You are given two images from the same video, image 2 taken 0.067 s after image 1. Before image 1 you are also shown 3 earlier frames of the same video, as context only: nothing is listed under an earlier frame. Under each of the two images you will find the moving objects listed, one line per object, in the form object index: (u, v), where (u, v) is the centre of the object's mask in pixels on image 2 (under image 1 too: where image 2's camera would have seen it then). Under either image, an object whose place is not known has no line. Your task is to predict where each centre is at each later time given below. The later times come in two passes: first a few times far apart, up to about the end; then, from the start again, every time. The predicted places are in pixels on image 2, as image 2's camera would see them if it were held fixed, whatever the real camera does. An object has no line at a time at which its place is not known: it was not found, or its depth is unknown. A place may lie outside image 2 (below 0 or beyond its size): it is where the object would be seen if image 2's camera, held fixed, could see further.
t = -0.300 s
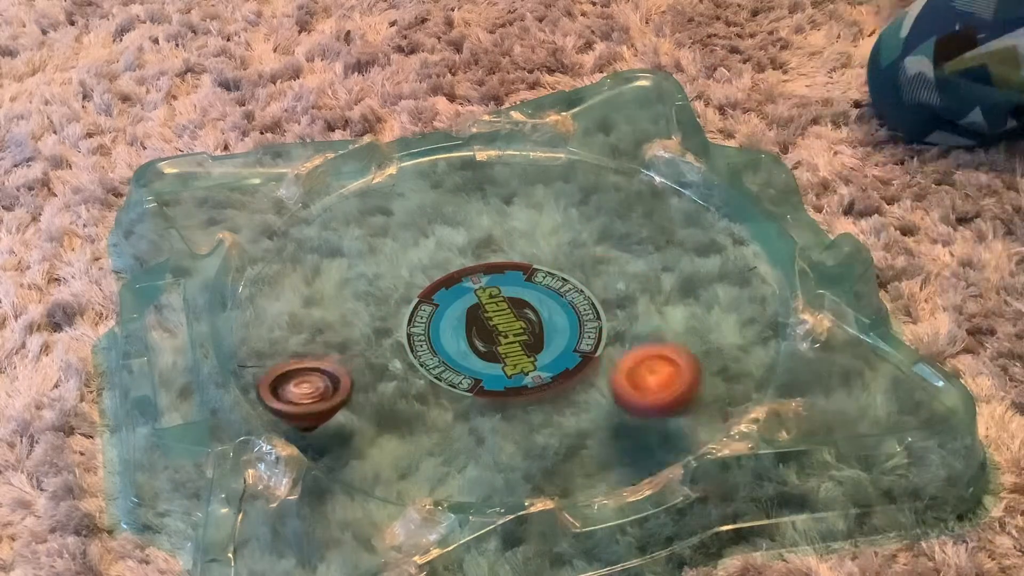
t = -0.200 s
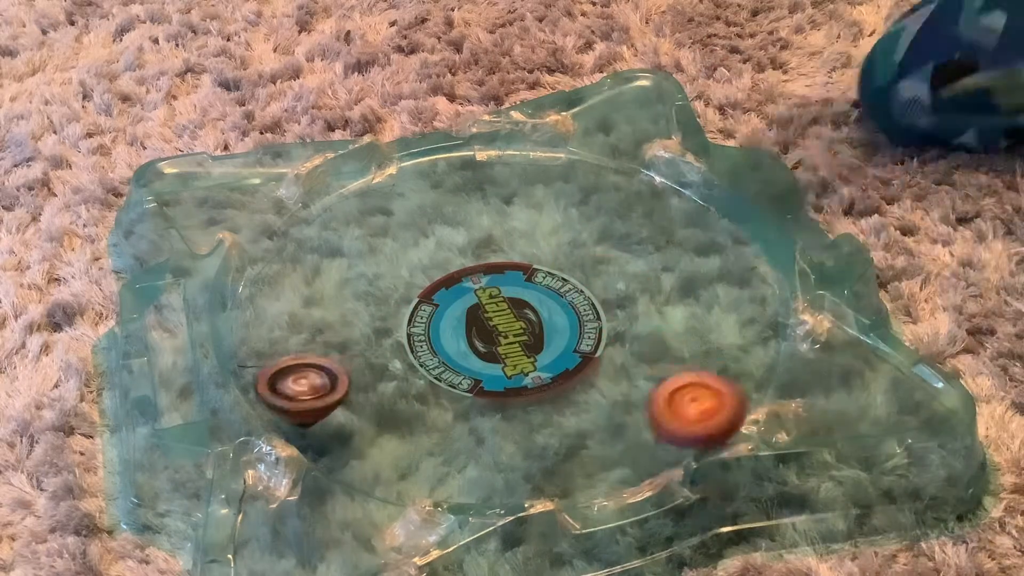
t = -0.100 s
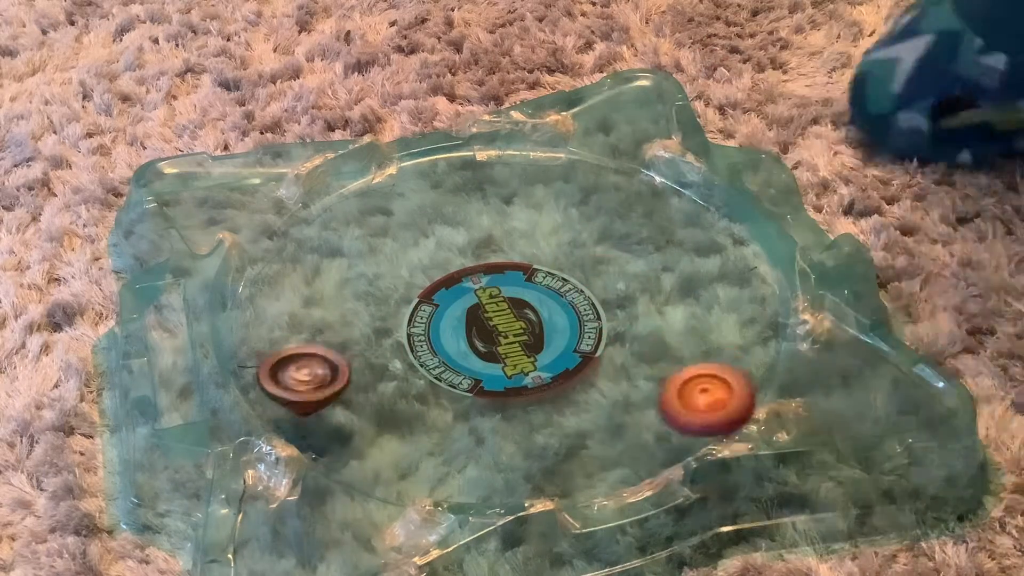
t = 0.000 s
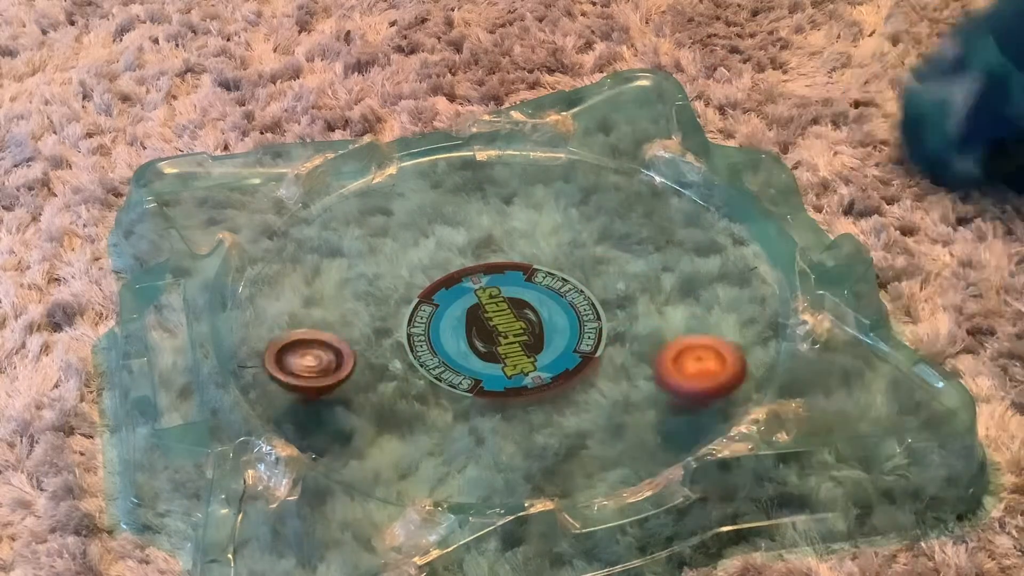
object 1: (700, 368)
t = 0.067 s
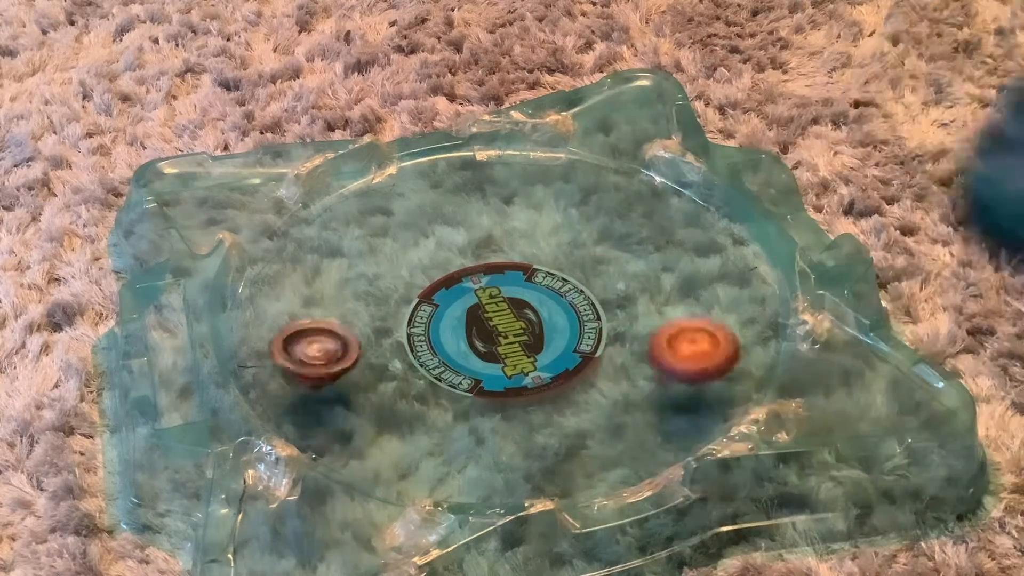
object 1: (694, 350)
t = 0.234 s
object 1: (636, 305)
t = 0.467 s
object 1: (490, 286)
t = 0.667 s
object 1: (470, 339)
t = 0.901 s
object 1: (517, 380)
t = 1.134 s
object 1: (606, 327)
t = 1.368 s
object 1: (525, 240)
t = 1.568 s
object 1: (435, 260)
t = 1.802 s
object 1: (370, 341)
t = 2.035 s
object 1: (457, 415)
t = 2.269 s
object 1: (597, 391)
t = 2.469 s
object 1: (660, 303)
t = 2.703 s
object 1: (579, 187)
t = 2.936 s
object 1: (417, 147)
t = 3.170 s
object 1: (318, 241)
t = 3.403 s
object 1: (350, 395)
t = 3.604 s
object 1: (560, 444)
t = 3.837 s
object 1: (758, 295)
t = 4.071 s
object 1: (601, 162)
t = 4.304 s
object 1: (325, 181)
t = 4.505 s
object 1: (269, 330)
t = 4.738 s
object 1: (420, 453)
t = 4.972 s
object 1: (677, 383)
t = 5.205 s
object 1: (761, 307)
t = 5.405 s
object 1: (723, 257)
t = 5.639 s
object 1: (645, 217)
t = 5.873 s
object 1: (544, 202)
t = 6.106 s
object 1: (463, 207)
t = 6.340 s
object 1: (426, 179)
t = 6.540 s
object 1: (417, 169)
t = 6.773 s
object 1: (421, 188)
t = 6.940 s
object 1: (429, 230)
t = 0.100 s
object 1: (688, 341)
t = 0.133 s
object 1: (680, 332)
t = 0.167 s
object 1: (669, 322)
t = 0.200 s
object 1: (654, 314)
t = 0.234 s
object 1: (636, 305)
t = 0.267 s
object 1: (616, 296)
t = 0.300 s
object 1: (593, 289)
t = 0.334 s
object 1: (566, 285)
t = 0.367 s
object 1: (539, 282)
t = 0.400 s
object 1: (509, 280)
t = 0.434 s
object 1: (489, 282)
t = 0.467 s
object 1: (490, 286)
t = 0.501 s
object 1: (488, 294)
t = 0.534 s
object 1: (486, 303)
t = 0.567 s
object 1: (483, 311)
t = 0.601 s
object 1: (479, 320)
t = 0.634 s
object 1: (474, 330)
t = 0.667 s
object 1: (470, 339)
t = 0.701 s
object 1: (468, 349)
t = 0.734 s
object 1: (469, 358)
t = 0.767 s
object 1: (473, 364)
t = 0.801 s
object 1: (480, 371)
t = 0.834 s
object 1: (490, 375)
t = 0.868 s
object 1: (503, 378)
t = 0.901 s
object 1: (517, 380)
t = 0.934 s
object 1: (532, 378)
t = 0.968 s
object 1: (549, 375)
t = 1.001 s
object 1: (565, 368)
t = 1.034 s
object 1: (579, 360)
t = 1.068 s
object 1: (591, 350)
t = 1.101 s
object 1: (601, 339)
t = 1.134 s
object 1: (606, 327)
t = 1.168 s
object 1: (607, 313)
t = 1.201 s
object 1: (604, 299)
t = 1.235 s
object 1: (595, 286)
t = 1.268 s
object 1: (584, 272)
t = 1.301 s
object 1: (566, 260)
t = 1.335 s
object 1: (547, 249)
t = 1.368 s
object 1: (525, 240)
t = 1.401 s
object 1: (503, 233)
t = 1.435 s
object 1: (490, 234)
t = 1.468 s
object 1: (479, 239)
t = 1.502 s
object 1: (465, 246)
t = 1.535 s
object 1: (450, 252)
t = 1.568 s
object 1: (435, 260)
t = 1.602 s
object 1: (421, 268)
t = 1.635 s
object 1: (407, 276)
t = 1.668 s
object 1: (393, 287)
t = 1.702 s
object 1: (383, 299)
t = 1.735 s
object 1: (376, 311)
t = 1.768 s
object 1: (370, 326)
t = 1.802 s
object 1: (370, 341)
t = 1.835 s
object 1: (372, 356)
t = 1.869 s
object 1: (378, 370)
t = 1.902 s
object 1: (387, 383)
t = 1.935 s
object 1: (401, 395)
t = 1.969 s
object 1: (418, 405)
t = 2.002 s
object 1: (436, 411)
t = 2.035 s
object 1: (457, 415)
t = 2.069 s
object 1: (479, 419)
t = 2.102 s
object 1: (500, 419)
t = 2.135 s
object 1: (521, 418)
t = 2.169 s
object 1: (541, 413)
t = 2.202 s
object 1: (561, 407)
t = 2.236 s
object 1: (579, 401)
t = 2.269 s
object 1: (597, 391)
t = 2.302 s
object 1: (612, 380)
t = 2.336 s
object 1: (628, 368)
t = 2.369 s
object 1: (641, 354)
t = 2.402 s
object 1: (652, 338)
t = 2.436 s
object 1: (658, 322)
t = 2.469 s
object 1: (660, 303)
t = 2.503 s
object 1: (659, 284)
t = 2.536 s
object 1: (653, 265)
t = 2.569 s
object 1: (644, 247)
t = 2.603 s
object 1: (632, 231)
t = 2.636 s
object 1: (616, 215)
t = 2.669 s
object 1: (599, 201)
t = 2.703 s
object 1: (579, 187)
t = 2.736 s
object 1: (557, 176)
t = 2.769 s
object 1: (535, 165)
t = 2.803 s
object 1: (511, 158)
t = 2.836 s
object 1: (489, 153)
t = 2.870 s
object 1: (467, 149)
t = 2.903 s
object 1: (442, 147)
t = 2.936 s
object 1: (417, 147)
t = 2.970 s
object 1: (395, 150)
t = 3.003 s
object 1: (377, 161)
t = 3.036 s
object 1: (361, 176)
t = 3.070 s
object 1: (348, 190)
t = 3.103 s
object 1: (336, 206)
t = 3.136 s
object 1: (327, 222)
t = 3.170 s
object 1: (318, 241)
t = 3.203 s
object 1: (313, 260)
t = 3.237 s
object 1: (310, 281)
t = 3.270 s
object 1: (310, 302)
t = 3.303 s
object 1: (313, 327)
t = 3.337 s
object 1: (320, 348)
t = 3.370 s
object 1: (333, 373)
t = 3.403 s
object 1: (350, 395)
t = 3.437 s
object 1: (371, 416)
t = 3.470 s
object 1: (399, 433)
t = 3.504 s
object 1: (430, 450)
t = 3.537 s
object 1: (471, 454)
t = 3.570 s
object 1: (518, 456)
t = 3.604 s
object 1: (560, 444)
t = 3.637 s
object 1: (600, 429)
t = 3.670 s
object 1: (639, 413)
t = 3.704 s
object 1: (674, 392)
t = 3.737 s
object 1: (700, 373)
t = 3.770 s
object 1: (728, 348)
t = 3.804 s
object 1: (748, 323)
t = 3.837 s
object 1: (758, 295)
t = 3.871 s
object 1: (761, 269)
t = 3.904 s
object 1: (745, 243)
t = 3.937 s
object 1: (721, 225)
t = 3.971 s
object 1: (691, 206)
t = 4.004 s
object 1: (664, 188)
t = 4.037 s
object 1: (632, 174)
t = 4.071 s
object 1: (601, 162)
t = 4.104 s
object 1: (565, 151)
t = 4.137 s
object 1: (532, 141)
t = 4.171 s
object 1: (483, 139)
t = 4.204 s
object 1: (435, 142)
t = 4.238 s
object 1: (392, 146)
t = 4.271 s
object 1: (359, 156)
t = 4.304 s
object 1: (325, 181)
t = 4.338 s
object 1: (292, 208)
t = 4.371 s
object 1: (264, 224)
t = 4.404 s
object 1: (259, 239)
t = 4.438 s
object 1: (260, 268)
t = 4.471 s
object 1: (263, 305)
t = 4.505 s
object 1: (269, 330)
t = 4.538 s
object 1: (281, 353)
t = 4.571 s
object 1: (294, 375)
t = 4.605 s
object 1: (310, 396)
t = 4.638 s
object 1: (332, 415)
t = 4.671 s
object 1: (361, 429)
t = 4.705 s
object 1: (390, 443)
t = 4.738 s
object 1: (420, 453)
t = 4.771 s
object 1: (464, 444)
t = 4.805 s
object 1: (517, 440)
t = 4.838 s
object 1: (555, 433)
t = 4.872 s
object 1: (595, 419)
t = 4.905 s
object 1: (625, 405)
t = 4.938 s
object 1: (651, 397)
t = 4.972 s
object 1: (677, 383)
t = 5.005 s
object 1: (697, 372)
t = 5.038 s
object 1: (714, 358)
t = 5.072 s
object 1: (729, 345)
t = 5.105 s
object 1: (738, 337)
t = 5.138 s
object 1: (749, 326)
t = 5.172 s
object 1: (758, 317)
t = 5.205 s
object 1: (761, 307)
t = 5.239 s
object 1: (756, 296)
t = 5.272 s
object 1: (750, 286)
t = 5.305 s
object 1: (745, 277)
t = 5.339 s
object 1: (739, 271)
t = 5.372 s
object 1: (731, 263)
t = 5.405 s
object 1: (723, 257)
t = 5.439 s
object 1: (715, 250)
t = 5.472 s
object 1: (705, 243)
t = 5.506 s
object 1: (694, 237)
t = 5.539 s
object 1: (684, 232)
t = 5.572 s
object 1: (672, 226)
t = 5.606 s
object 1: (658, 221)
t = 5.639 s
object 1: (645, 217)
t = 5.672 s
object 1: (630, 212)
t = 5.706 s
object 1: (614, 208)
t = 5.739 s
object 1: (600, 207)
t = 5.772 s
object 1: (586, 205)
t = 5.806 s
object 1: (571, 204)
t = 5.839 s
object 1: (558, 203)
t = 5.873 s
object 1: (544, 202)
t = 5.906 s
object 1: (530, 202)
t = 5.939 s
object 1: (519, 202)
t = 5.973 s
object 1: (507, 203)
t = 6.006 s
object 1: (495, 204)
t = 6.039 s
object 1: (483, 205)
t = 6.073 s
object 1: (474, 206)
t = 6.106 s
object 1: (463, 207)
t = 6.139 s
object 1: (456, 206)
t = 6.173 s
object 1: (450, 200)
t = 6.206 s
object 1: (443, 194)
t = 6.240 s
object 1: (438, 190)
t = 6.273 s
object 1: (434, 187)
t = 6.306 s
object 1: (428, 182)
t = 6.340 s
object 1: (426, 179)
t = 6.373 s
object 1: (423, 176)
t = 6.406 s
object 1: (420, 173)
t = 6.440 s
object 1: (420, 172)
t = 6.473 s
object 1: (418, 170)
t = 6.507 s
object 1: (417, 170)
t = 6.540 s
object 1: (417, 169)
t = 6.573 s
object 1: (416, 169)
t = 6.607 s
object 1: (417, 171)
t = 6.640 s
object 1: (417, 172)
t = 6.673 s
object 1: (418, 176)
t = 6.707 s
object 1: (419, 179)
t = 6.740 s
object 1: (419, 184)
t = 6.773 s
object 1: (421, 188)
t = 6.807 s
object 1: (424, 195)
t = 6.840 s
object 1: (424, 202)
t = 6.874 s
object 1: (426, 210)
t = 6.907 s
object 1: (426, 220)
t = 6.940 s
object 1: (429, 230)
